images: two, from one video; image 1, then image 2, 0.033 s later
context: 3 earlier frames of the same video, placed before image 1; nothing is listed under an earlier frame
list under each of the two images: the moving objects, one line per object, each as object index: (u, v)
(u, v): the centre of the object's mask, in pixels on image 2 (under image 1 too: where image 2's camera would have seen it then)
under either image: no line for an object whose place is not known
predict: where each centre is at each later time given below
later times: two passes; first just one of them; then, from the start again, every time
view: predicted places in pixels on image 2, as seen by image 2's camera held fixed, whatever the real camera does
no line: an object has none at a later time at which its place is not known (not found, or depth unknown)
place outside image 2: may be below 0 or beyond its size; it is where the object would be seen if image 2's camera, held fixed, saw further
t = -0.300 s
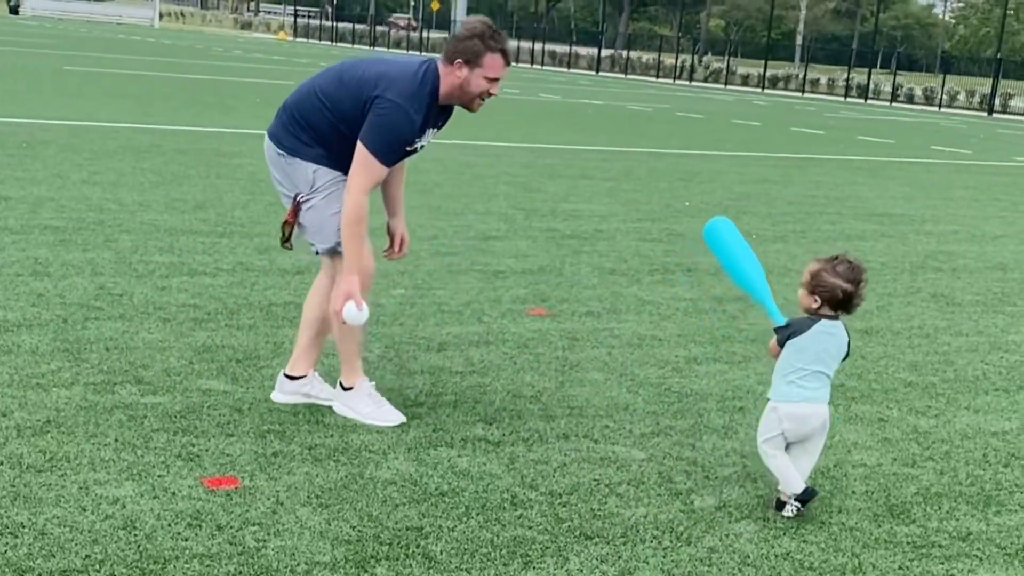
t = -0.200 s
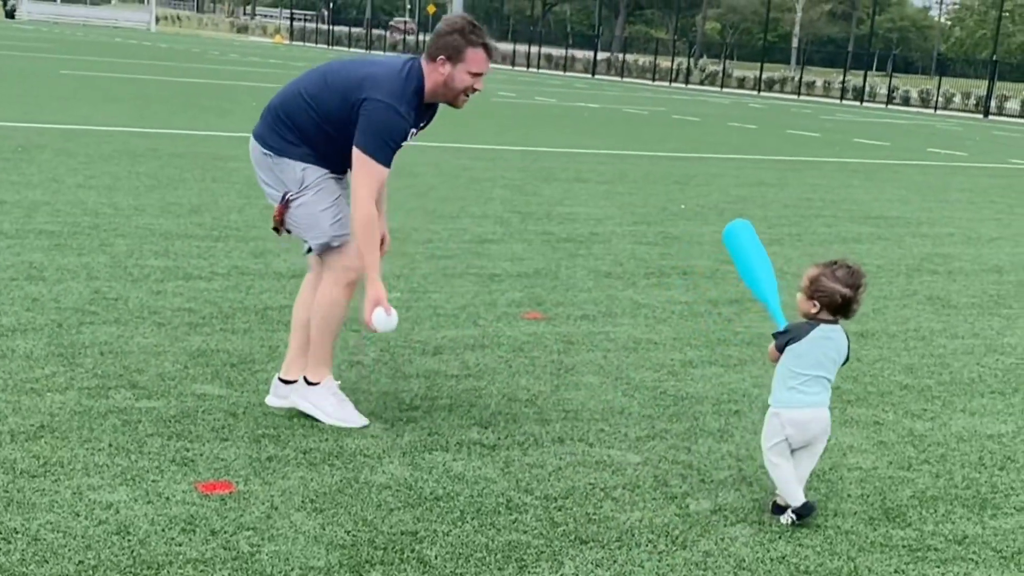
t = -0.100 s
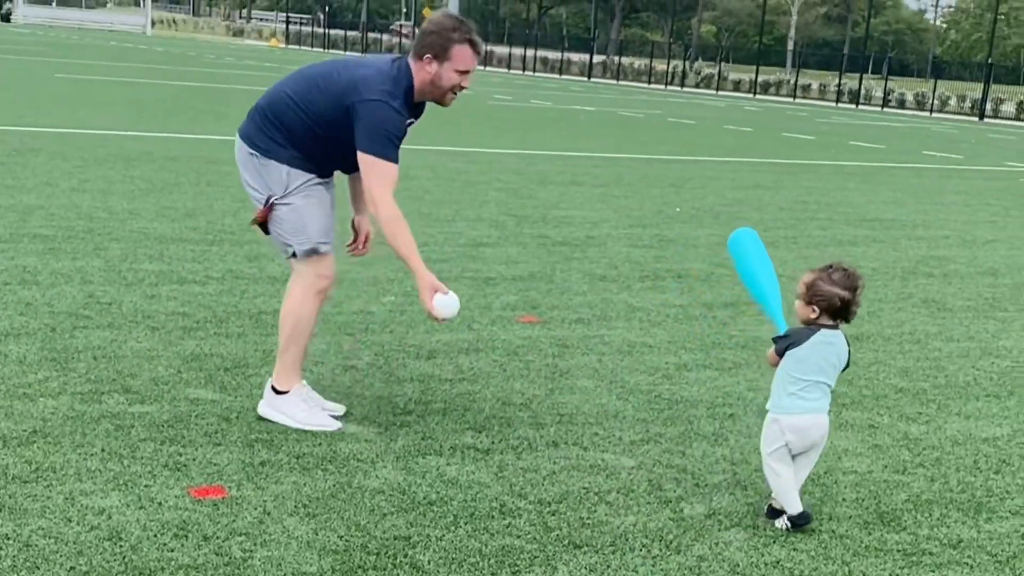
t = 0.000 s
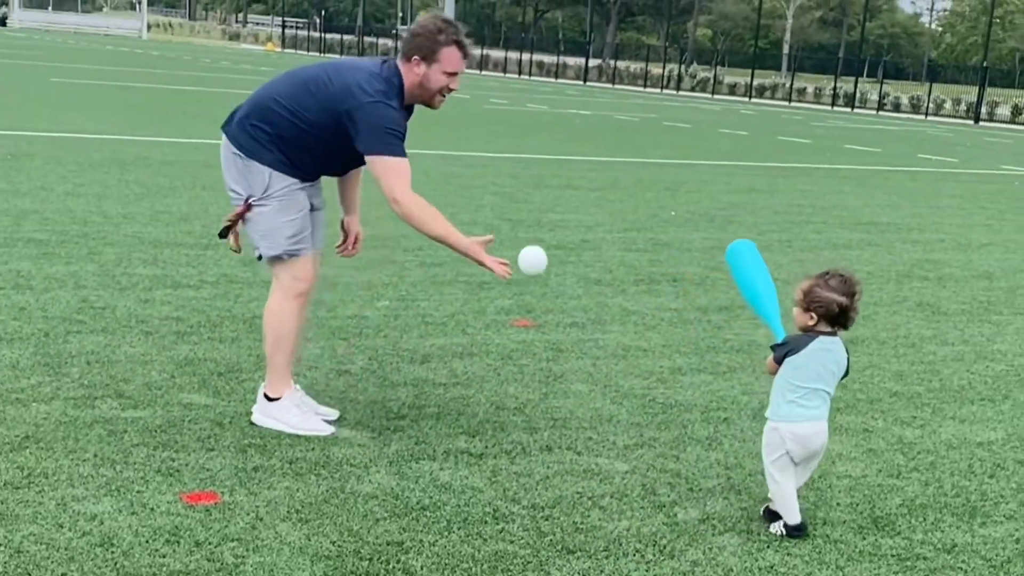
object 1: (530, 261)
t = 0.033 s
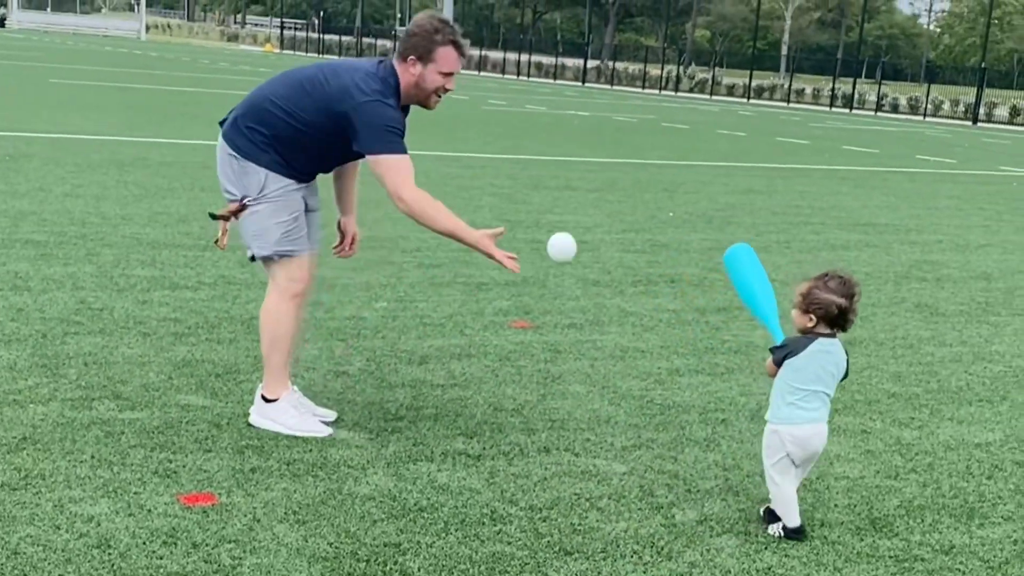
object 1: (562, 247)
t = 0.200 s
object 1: (716, 228)
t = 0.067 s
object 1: (594, 236)
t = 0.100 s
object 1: (626, 229)
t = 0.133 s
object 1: (657, 225)
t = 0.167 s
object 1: (686, 225)
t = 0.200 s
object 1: (716, 228)
